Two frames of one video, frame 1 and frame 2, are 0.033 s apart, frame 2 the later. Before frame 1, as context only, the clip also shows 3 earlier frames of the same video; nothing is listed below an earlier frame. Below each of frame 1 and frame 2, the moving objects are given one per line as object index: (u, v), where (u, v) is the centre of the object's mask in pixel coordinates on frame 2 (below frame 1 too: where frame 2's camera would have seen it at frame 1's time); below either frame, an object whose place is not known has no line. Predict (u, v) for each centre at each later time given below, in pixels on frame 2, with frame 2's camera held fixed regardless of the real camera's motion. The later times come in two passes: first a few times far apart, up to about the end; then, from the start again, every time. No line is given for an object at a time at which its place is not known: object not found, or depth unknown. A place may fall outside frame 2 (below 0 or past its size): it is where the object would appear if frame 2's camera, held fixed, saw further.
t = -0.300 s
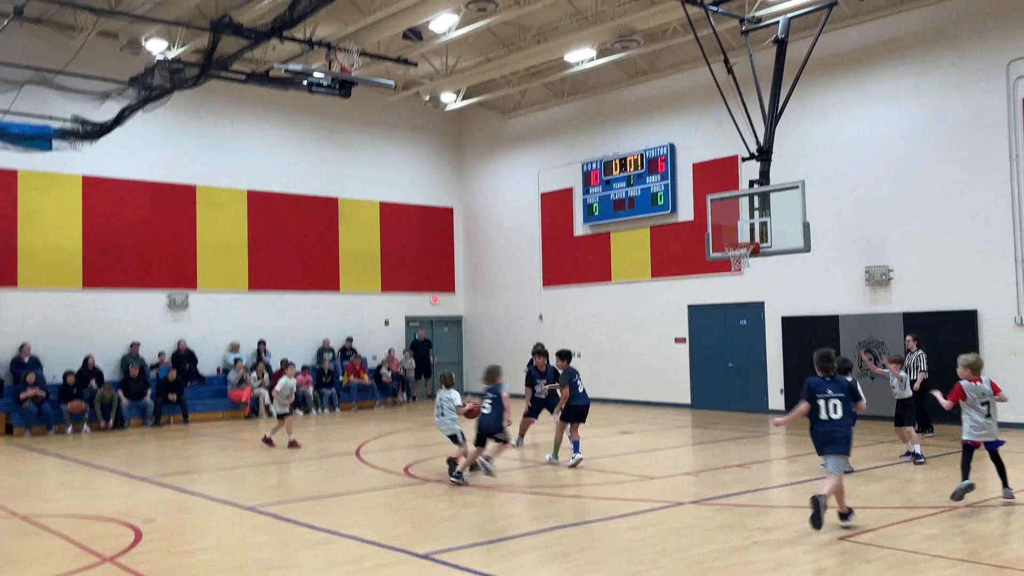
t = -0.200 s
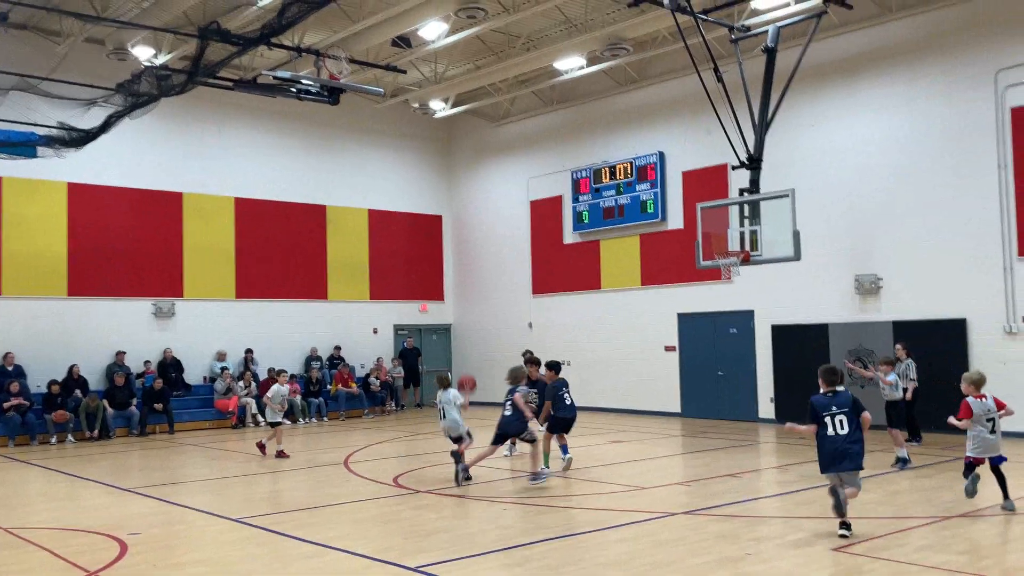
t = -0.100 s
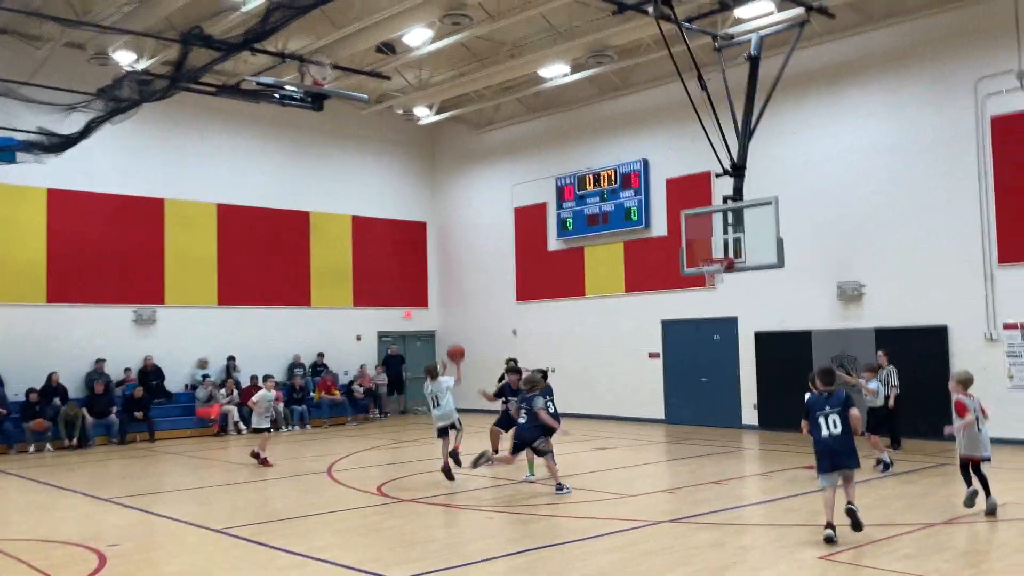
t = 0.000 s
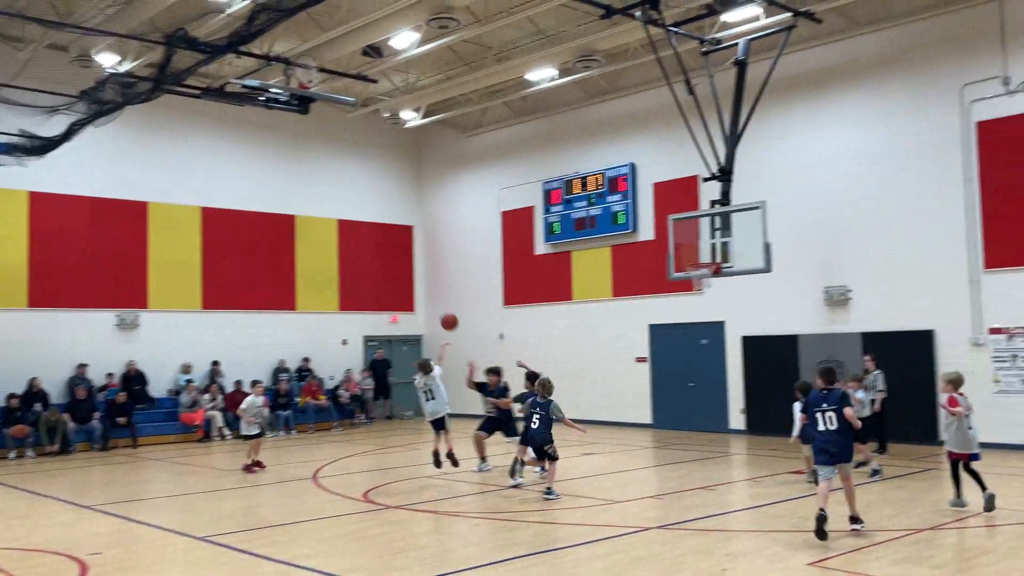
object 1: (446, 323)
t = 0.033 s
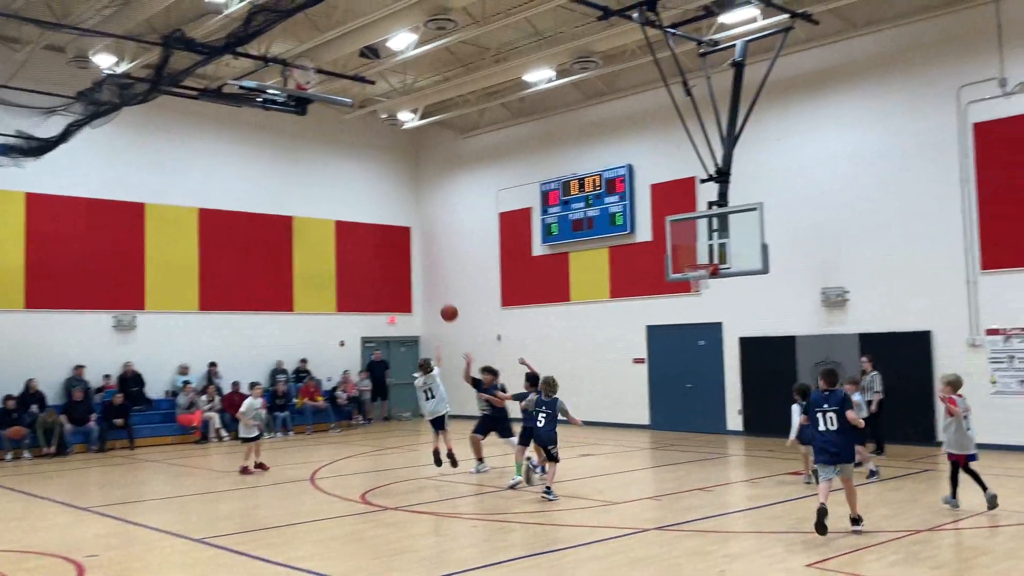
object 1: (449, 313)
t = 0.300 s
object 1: (465, 270)
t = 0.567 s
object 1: (478, 276)
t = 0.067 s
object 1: (451, 304)
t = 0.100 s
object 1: (453, 297)
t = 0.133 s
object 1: (455, 290)
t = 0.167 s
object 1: (457, 284)
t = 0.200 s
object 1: (459, 279)
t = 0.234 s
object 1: (461, 275)
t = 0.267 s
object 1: (463, 272)
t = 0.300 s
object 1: (465, 270)
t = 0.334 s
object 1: (466, 269)
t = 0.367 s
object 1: (468, 268)
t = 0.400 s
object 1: (470, 268)
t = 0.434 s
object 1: (471, 268)
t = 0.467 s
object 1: (473, 269)
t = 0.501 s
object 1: (475, 271)
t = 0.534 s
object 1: (477, 273)
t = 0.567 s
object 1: (478, 276)
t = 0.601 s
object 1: (480, 280)
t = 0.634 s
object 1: (481, 284)
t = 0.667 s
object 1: (483, 288)
